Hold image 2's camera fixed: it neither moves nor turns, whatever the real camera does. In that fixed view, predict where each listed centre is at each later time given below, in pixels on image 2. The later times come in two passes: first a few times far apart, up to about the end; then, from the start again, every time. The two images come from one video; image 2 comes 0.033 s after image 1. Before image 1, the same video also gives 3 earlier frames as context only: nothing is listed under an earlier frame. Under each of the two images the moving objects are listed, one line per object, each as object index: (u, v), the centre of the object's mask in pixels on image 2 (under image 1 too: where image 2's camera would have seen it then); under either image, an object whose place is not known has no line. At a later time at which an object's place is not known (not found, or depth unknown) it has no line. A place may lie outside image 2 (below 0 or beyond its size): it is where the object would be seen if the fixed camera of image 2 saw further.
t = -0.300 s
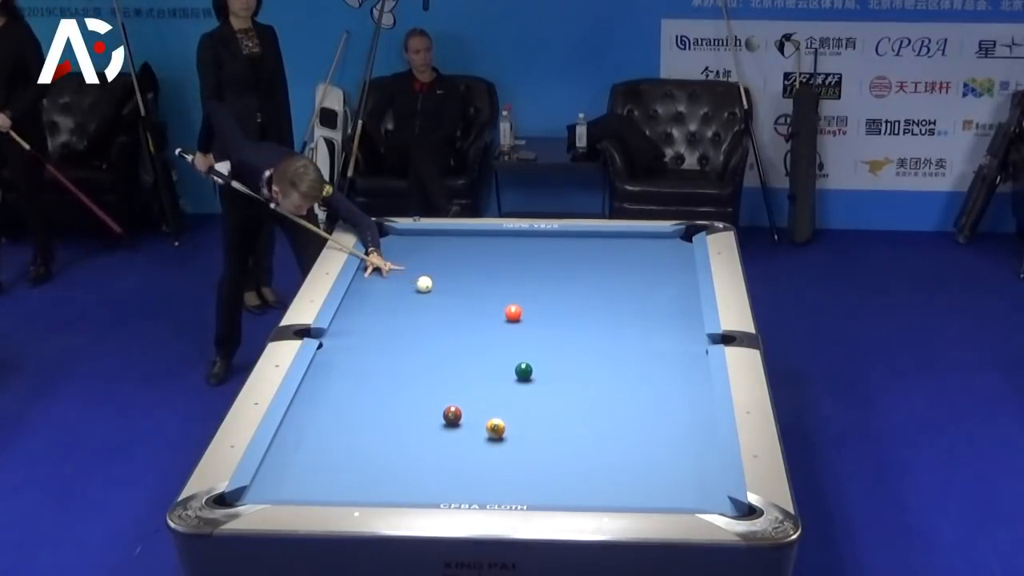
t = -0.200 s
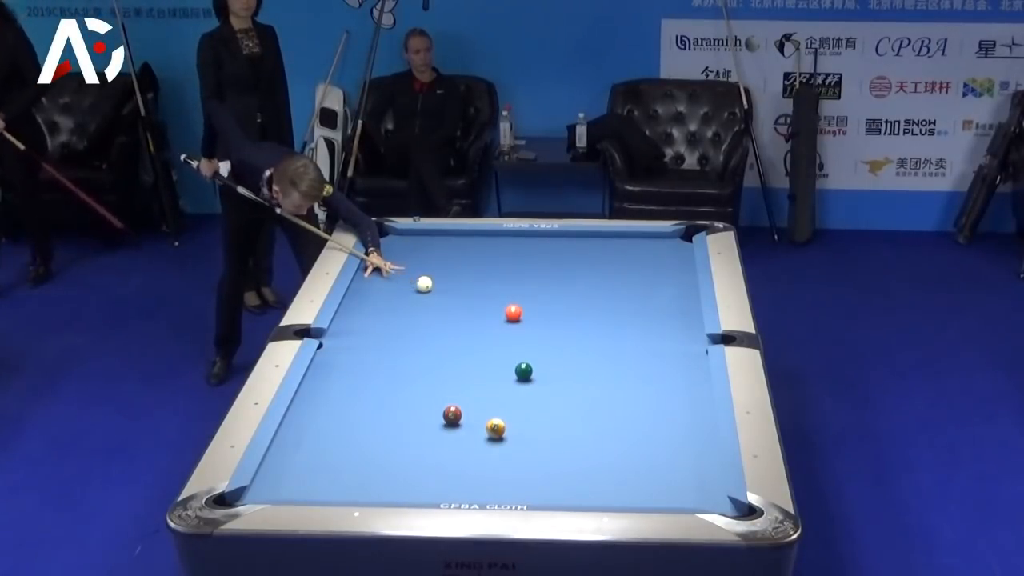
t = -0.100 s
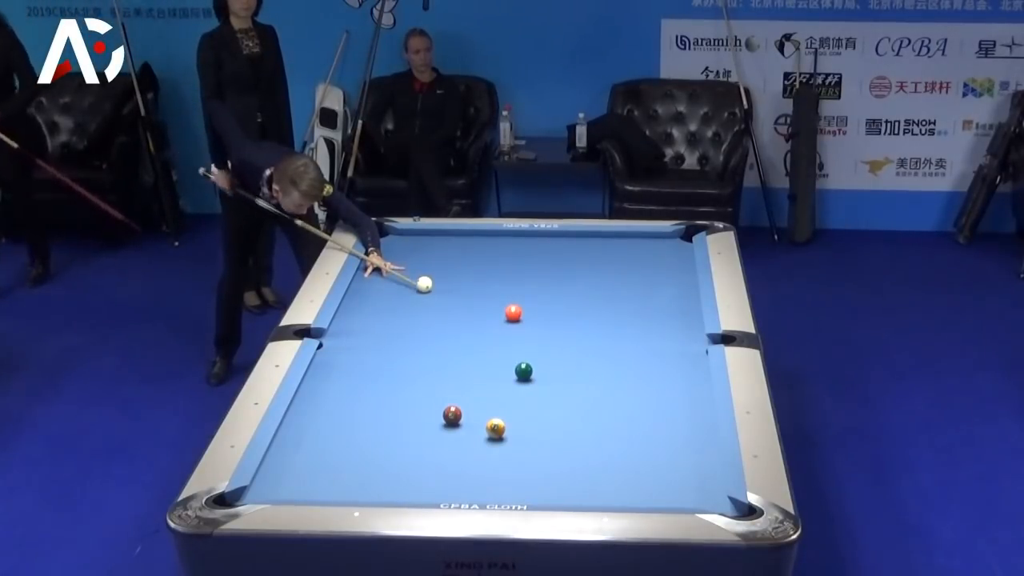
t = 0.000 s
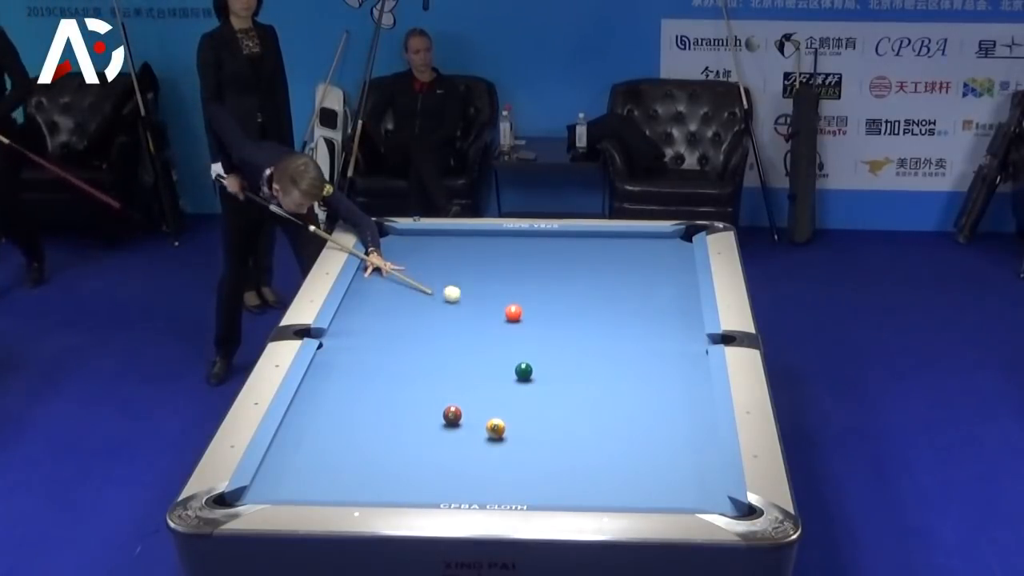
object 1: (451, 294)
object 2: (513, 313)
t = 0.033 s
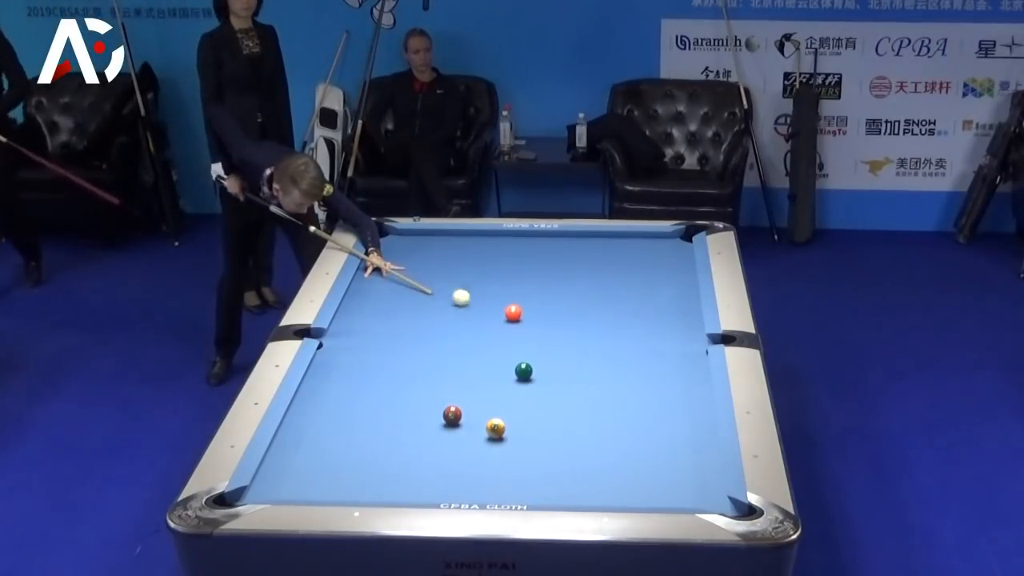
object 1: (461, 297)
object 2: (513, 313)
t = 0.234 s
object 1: (495, 313)
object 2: (529, 315)
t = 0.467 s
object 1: (484, 320)
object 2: (582, 322)
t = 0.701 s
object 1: (474, 326)
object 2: (633, 330)
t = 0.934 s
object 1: (464, 332)
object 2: (684, 337)
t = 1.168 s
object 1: (455, 338)
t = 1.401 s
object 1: (447, 343)
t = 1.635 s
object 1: (438, 349)
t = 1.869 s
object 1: (430, 354)
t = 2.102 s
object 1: (423, 358)
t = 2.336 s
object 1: (415, 363)
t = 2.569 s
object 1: (409, 367)
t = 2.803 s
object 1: (402, 370)
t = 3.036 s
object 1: (397, 373)
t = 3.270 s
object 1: (391, 376)
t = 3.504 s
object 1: (387, 379)
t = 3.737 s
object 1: (382, 380)
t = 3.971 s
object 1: (379, 382)
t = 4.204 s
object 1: (376, 382)
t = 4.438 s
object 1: (375, 383)
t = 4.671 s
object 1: (374, 383)
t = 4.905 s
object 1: (374, 383)
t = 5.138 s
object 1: (374, 383)
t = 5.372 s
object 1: (374, 383)
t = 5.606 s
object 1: (374, 383)
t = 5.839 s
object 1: (374, 383)
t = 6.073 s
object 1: (374, 383)
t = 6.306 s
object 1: (374, 383)
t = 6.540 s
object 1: (374, 383)
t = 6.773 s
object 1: (374, 383)
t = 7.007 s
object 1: (374, 383)
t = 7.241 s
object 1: (374, 383)
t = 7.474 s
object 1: (374, 383)
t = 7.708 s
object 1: (374, 383)
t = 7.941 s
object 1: (374, 383)
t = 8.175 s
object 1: (374, 383)
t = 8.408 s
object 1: (374, 383)
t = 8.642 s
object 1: (374, 383)
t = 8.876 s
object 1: (374, 383)
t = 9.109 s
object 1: (374, 383)
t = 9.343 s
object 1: (374, 383)
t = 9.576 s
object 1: (374, 383)
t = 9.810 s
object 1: (374, 383)
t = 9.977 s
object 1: (374, 383)
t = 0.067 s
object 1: (470, 300)
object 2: (513, 313)
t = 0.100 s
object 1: (479, 303)
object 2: (513, 313)
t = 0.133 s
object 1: (487, 306)
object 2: (513, 313)
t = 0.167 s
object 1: (495, 310)
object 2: (513, 313)
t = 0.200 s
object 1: (496, 312)
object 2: (520, 314)
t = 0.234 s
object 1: (495, 313)
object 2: (529, 315)
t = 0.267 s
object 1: (493, 314)
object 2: (538, 316)
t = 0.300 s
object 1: (492, 315)
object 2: (546, 317)
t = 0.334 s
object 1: (490, 316)
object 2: (553, 318)
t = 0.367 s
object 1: (489, 317)
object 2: (561, 319)
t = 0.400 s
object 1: (487, 318)
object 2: (568, 320)
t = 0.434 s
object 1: (486, 319)
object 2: (575, 321)
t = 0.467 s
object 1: (484, 320)
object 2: (582, 322)
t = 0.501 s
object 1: (483, 321)
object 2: (589, 324)
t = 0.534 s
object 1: (482, 322)
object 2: (597, 324)
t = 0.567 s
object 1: (480, 322)
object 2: (604, 326)
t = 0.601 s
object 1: (479, 323)
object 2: (611, 327)
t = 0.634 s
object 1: (477, 324)
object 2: (618, 328)
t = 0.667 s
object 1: (476, 325)
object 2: (626, 329)
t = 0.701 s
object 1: (474, 326)
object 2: (633, 330)
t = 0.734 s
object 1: (473, 327)
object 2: (640, 331)
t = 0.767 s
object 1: (472, 328)
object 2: (648, 332)
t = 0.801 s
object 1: (470, 329)
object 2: (655, 333)
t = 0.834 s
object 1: (469, 329)
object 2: (662, 334)
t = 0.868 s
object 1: (467, 330)
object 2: (669, 335)
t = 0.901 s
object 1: (466, 331)
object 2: (677, 336)
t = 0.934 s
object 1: (464, 332)
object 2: (684, 337)
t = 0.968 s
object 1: (463, 333)
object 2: (691, 338)
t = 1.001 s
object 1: (462, 334)
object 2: (698, 339)
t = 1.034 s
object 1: (460, 335)
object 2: (705, 340)
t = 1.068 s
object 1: (459, 336)
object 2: (712, 340)
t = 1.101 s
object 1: (458, 337)
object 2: (718, 342)
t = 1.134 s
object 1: (457, 337)
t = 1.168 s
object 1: (455, 338)
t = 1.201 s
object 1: (454, 338)
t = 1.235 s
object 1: (453, 339)
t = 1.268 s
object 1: (452, 340)
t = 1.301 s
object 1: (450, 341)
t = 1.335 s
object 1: (449, 342)
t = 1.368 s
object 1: (448, 342)
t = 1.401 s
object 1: (447, 343)
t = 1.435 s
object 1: (446, 344)
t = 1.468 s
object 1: (444, 345)
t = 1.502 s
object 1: (443, 346)
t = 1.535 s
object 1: (442, 347)
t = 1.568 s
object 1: (441, 347)
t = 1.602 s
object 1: (439, 348)
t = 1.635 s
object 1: (438, 349)
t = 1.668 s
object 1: (437, 350)
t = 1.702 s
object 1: (436, 350)
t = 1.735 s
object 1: (435, 351)
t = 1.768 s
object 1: (434, 352)
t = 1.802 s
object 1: (433, 353)
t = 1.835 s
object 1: (432, 353)
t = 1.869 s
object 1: (430, 354)
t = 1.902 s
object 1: (429, 354)
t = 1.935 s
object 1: (428, 355)
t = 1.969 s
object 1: (427, 356)
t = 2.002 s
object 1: (426, 356)
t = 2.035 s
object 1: (425, 357)
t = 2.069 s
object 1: (424, 358)
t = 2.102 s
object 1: (423, 358)
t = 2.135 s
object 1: (422, 359)
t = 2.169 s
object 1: (421, 359)
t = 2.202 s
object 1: (419, 360)
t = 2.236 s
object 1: (418, 361)
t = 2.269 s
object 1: (418, 361)
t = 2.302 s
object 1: (417, 362)
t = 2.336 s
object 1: (415, 363)
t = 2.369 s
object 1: (414, 363)
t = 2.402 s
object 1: (414, 364)
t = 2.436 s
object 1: (413, 364)
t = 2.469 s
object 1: (412, 365)
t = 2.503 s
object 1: (410, 366)
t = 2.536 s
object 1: (410, 366)
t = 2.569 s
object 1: (409, 367)
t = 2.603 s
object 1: (408, 367)
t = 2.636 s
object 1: (407, 368)
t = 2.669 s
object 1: (406, 368)
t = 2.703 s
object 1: (405, 369)
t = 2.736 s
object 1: (404, 369)
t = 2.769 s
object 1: (403, 370)
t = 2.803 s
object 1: (402, 370)
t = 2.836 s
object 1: (402, 371)
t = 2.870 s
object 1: (401, 371)
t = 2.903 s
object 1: (400, 372)
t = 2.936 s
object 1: (399, 372)
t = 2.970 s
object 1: (398, 373)
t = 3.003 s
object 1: (398, 373)
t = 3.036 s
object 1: (397, 373)
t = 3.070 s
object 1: (396, 374)
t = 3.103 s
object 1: (395, 374)
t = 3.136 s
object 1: (394, 374)
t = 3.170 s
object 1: (394, 375)
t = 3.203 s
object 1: (393, 375)
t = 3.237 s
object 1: (392, 376)
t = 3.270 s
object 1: (391, 376)
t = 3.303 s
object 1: (391, 377)
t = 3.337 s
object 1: (390, 377)
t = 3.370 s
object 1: (389, 377)
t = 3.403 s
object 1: (389, 378)
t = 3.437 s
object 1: (388, 378)
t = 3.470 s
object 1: (388, 378)
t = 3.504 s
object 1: (387, 379)
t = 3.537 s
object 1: (386, 379)
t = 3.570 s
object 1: (385, 379)
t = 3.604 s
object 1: (385, 379)
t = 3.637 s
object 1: (384, 380)
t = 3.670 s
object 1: (384, 380)
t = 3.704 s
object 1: (383, 380)
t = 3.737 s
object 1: (382, 380)
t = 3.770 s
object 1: (382, 380)
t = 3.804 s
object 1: (381, 381)
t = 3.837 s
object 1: (381, 381)
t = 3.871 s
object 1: (380, 381)
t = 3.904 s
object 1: (380, 381)
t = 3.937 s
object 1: (379, 381)
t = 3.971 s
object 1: (379, 382)
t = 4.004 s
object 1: (378, 382)
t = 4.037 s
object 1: (378, 382)
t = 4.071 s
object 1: (377, 382)
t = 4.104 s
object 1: (377, 382)
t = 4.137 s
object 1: (377, 382)
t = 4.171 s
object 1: (376, 382)
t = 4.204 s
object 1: (376, 382)
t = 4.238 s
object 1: (376, 383)
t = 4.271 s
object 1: (376, 383)
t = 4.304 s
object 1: (375, 383)
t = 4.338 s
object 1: (375, 383)
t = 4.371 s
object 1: (375, 383)
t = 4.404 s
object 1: (375, 383)
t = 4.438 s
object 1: (375, 383)
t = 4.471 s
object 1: (374, 383)
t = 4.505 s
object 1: (374, 383)
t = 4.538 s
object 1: (374, 383)
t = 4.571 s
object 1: (374, 383)
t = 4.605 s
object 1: (374, 383)
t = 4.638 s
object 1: (374, 383)
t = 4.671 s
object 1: (374, 383)
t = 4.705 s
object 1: (374, 383)
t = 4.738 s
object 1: (374, 383)
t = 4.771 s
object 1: (374, 383)
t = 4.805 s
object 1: (374, 383)
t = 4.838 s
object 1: (374, 383)
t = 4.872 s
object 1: (374, 383)
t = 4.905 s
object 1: (374, 383)
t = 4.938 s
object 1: (374, 383)
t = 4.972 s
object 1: (374, 383)
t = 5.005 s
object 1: (374, 383)
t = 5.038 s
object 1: (374, 383)
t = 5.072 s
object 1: (374, 383)
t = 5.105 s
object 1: (374, 383)
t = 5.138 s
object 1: (374, 383)
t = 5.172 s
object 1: (374, 383)
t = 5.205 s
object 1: (374, 383)
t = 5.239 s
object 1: (374, 383)
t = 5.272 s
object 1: (374, 383)
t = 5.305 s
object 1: (374, 383)
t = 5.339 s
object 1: (374, 383)
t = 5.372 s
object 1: (374, 383)
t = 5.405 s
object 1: (374, 383)
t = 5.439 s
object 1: (374, 383)
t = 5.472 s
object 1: (374, 383)
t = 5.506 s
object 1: (374, 383)
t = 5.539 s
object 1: (374, 383)
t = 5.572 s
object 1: (374, 383)
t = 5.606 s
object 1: (374, 383)
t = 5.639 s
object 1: (374, 383)
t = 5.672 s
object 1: (374, 383)
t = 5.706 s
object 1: (374, 383)
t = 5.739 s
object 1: (374, 383)
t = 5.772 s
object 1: (374, 383)
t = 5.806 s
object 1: (374, 383)
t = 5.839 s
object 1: (374, 383)
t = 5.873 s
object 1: (374, 383)
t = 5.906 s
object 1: (374, 383)
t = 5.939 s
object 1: (374, 383)
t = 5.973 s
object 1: (374, 383)
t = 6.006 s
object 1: (374, 383)
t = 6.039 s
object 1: (374, 383)
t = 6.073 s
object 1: (374, 383)
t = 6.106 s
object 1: (374, 383)
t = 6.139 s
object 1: (374, 383)
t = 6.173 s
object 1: (374, 383)
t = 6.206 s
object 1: (374, 383)
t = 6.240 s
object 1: (374, 383)
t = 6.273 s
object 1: (374, 383)
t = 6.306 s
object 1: (374, 383)
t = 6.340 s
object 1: (374, 383)
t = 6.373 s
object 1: (374, 383)
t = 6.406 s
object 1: (374, 383)
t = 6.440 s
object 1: (374, 383)
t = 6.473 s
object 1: (374, 383)
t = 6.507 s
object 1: (374, 383)
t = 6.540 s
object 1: (374, 383)
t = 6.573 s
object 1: (374, 383)
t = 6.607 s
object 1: (374, 383)
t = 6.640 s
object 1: (374, 383)
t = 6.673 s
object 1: (374, 383)
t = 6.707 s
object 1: (374, 383)
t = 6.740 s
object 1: (374, 383)
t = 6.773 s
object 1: (374, 383)
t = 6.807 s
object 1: (374, 383)
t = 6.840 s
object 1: (374, 383)
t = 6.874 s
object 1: (374, 383)
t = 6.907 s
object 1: (374, 383)
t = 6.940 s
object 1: (374, 383)
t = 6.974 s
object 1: (374, 383)
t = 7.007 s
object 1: (374, 383)
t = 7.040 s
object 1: (374, 383)
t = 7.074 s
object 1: (374, 383)
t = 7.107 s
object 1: (374, 383)
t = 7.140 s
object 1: (374, 383)
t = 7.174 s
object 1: (374, 383)
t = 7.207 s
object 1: (374, 383)
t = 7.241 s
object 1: (374, 383)
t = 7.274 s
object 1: (374, 383)
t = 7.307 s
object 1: (374, 383)
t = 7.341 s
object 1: (374, 383)
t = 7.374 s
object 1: (374, 383)
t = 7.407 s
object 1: (374, 383)
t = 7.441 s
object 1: (374, 383)
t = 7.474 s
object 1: (374, 383)
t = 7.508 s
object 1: (374, 383)
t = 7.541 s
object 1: (374, 383)
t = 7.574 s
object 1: (374, 383)
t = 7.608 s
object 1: (374, 383)
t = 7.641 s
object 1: (374, 383)
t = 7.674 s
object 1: (374, 383)
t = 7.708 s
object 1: (374, 383)
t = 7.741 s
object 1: (374, 383)
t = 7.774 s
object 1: (374, 383)
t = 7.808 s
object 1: (374, 383)
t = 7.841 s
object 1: (374, 383)
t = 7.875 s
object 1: (374, 383)
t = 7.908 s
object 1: (374, 383)
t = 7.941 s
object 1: (374, 383)
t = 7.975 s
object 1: (374, 383)
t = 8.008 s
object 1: (374, 383)
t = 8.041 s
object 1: (374, 383)
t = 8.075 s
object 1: (374, 383)
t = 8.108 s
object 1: (374, 383)
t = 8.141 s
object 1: (374, 383)
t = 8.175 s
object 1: (374, 383)
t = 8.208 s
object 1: (374, 383)
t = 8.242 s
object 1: (374, 383)
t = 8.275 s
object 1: (374, 383)
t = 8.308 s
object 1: (374, 383)
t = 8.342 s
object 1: (374, 383)
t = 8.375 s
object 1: (374, 383)
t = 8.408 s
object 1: (374, 383)
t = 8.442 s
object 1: (374, 383)
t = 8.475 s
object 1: (374, 383)
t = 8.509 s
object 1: (374, 383)
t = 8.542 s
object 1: (374, 383)
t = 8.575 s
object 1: (374, 383)
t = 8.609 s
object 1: (374, 383)
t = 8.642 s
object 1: (374, 383)
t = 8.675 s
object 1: (374, 383)
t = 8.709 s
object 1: (374, 383)
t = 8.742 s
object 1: (374, 383)
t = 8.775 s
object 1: (374, 383)
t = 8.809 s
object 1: (374, 383)
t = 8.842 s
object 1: (374, 383)
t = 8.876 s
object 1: (374, 383)
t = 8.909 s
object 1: (374, 383)
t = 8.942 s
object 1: (374, 383)
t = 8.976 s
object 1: (374, 383)
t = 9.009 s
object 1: (374, 383)
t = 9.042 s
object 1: (374, 383)
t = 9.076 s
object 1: (374, 383)
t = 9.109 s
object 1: (374, 383)
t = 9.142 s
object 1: (374, 383)
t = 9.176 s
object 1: (374, 383)
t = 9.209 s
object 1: (374, 383)
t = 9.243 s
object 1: (374, 383)
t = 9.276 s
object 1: (374, 383)
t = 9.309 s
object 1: (374, 383)
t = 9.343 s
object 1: (374, 383)
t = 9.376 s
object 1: (374, 383)
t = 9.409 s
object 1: (374, 383)
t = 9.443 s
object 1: (374, 383)
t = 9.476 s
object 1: (374, 383)
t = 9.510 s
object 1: (374, 383)
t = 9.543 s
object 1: (374, 383)
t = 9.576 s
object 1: (374, 383)
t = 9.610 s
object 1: (374, 383)
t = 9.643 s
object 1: (374, 383)
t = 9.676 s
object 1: (374, 383)
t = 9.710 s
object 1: (374, 383)
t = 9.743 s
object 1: (374, 383)
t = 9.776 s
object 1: (374, 383)
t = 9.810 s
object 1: (374, 383)
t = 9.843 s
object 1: (374, 383)
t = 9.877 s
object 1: (374, 383)
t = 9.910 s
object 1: (374, 383)
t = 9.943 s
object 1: (374, 383)
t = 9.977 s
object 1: (374, 383)
